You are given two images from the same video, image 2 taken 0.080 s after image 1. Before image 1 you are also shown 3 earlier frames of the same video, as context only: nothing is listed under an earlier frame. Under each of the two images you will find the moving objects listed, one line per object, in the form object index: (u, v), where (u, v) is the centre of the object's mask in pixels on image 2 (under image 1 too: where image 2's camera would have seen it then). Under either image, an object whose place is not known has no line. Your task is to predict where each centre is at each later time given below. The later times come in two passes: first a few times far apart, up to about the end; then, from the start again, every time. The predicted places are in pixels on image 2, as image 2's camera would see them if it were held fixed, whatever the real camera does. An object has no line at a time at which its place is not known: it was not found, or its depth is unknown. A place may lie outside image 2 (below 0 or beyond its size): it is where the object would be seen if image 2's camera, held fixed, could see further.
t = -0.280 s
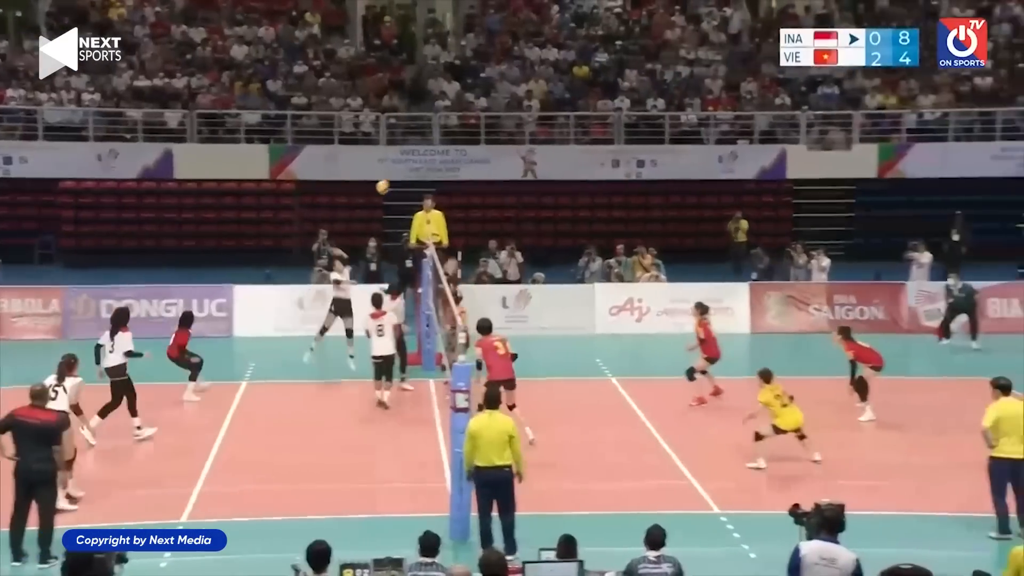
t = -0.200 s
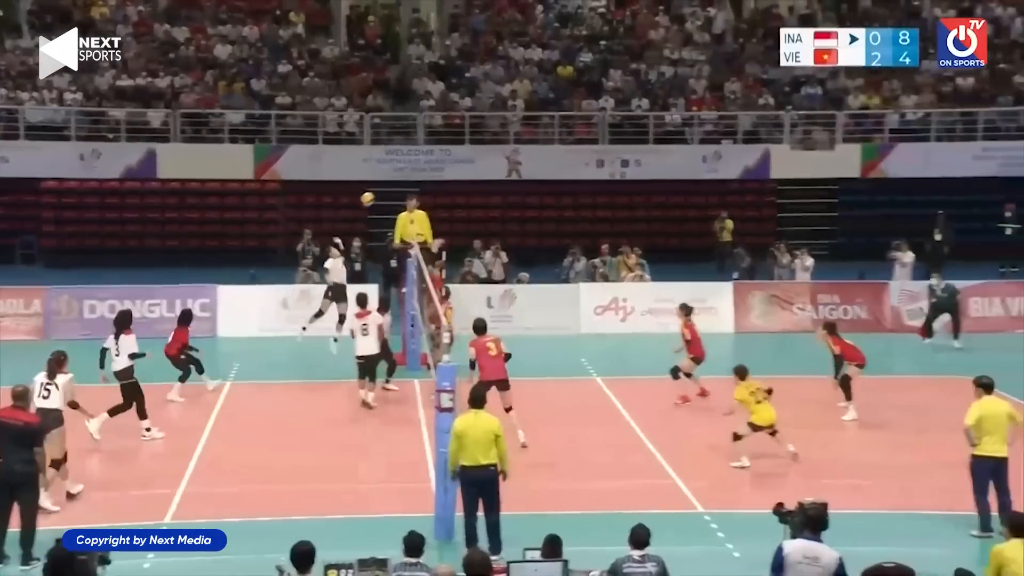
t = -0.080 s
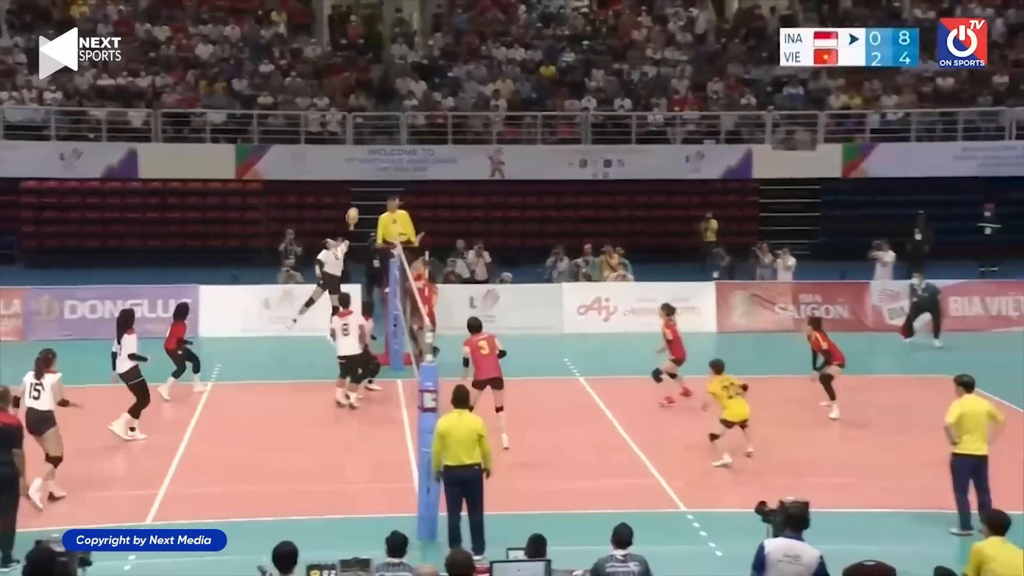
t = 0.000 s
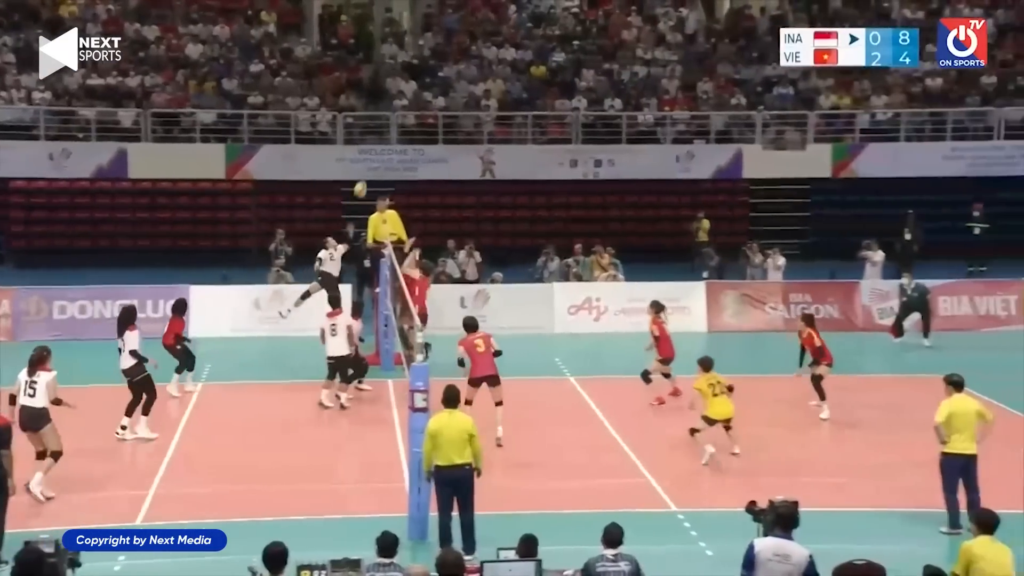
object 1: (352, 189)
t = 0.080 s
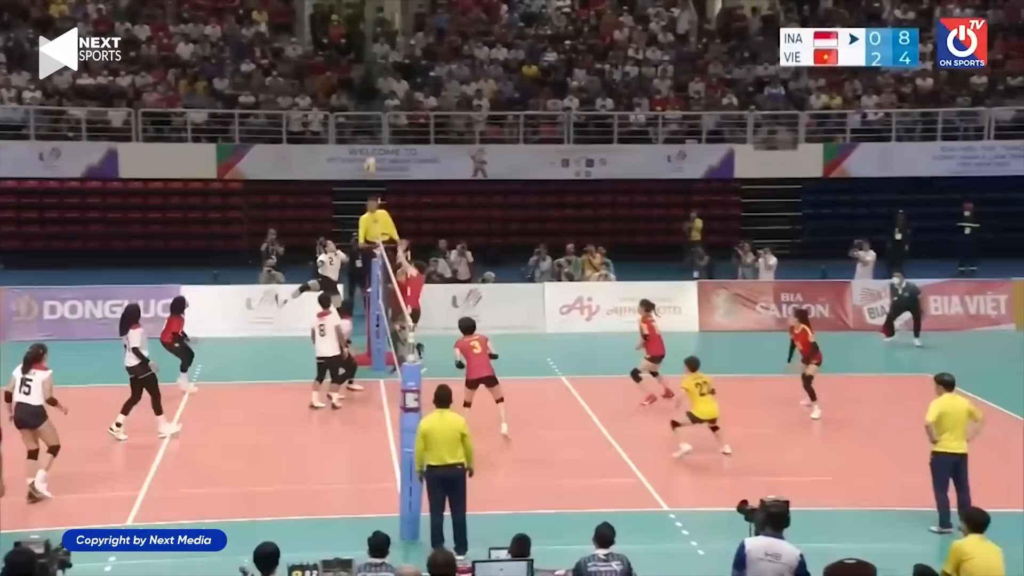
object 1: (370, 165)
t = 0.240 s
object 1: (406, 130)
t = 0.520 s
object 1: (477, 109)
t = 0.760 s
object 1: (542, 142)
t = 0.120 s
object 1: (380, 154)
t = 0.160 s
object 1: (388, 145)
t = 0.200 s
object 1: (397, 137)
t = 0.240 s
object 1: (406, 130)
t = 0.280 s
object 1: (420, 121)
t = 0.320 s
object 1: (429, 116)
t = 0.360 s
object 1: (438, 113)
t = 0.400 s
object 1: (448, 110)
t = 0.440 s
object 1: (458, 108)
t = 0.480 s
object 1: (467, 108)
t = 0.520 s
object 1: (477, 109)
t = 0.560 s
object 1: (487, 111)
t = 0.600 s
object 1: (497, 113)
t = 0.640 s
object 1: (506, 118)
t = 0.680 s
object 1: (516, 123)
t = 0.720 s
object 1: (526, 130)
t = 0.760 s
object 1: (542, 142)
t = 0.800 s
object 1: (552, 152)
